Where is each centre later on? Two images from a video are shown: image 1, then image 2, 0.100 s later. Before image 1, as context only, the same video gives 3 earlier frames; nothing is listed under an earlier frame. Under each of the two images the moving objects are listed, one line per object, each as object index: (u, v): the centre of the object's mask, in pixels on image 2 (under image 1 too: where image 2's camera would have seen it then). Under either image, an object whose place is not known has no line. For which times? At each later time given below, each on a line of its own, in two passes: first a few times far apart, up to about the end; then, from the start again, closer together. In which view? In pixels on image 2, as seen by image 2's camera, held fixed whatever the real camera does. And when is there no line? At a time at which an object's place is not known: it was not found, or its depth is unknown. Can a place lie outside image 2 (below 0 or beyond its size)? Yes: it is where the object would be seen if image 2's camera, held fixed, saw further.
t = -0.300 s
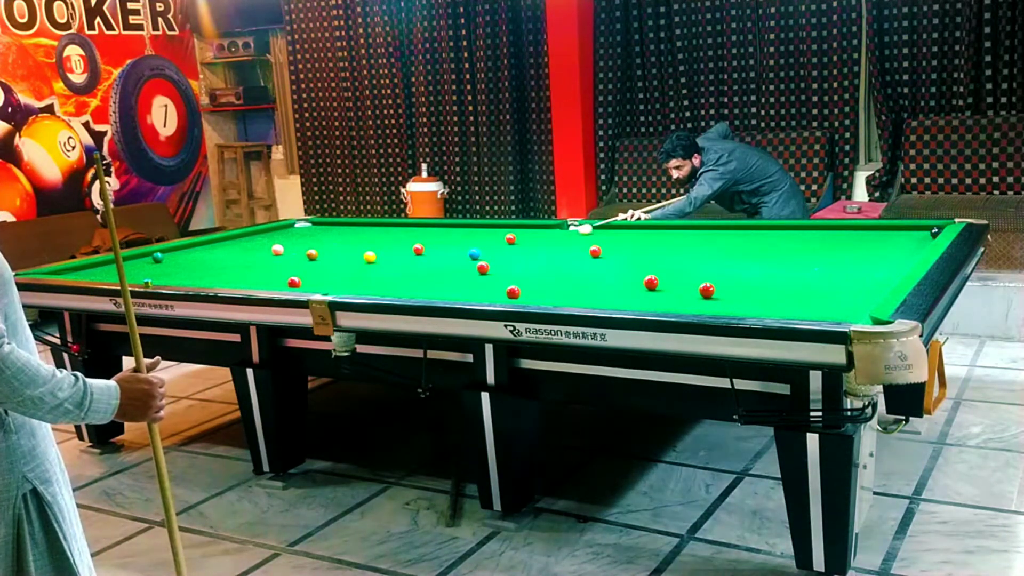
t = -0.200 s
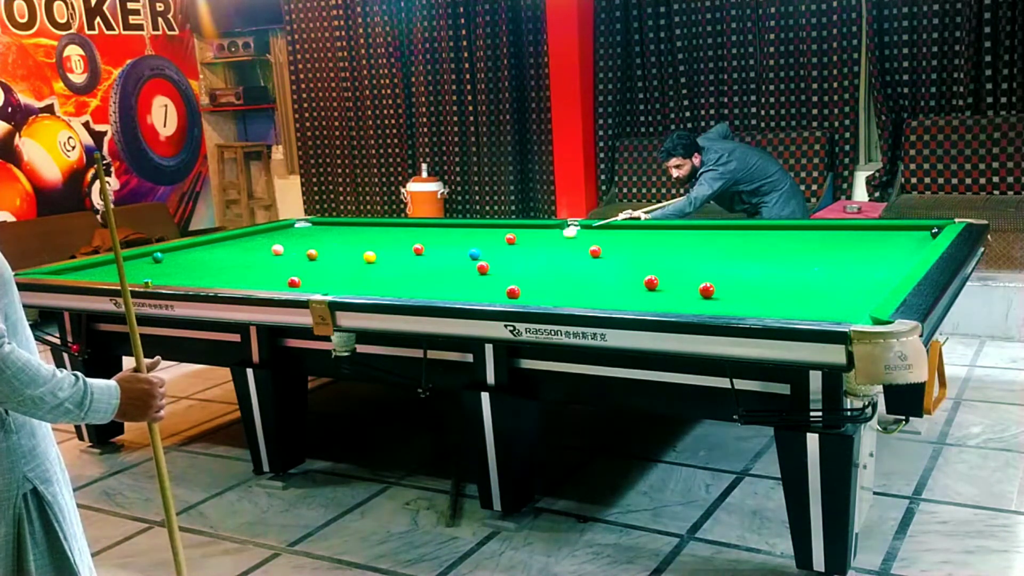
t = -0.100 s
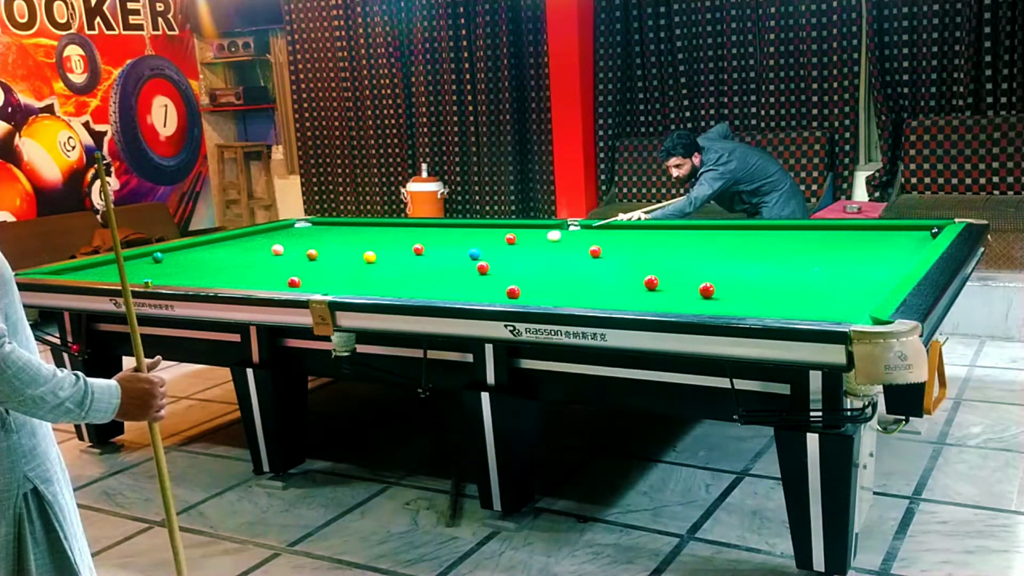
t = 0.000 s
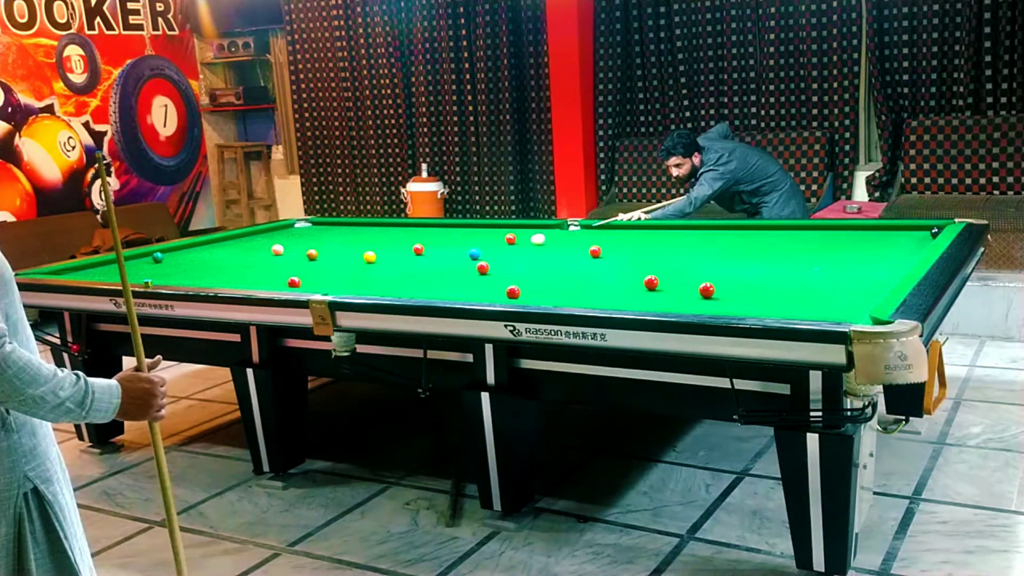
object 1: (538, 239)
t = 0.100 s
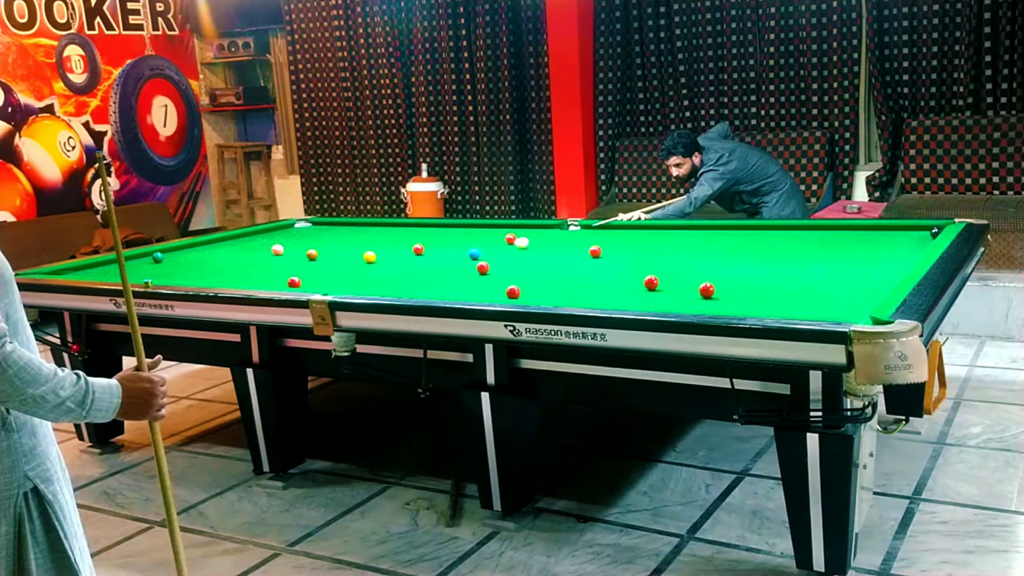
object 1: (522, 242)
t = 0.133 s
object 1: (516, 244)
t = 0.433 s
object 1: (474, 251)
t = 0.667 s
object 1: (456, 253)
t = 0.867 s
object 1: (441, 255)
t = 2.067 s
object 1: (374, 260)
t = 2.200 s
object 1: (369, 261)
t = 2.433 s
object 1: (361, 262)
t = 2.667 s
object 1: (355, 262)
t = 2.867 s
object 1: (352, 263)
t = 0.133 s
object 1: (516, 244)
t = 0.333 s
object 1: (483, 250)
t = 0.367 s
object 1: (480, 251)
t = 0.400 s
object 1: (477, 251)
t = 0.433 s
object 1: (474, 251)
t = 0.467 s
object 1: (472, 252)
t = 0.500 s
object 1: (469, 252)
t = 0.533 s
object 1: (466, 252)
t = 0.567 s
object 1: (464, 253)
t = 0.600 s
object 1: (461, 253)
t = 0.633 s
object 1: (458, 253)
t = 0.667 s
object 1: (456, 253)
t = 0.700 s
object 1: (453, 253)
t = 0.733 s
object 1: (451, 254)
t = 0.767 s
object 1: (448, 254)
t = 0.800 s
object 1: (446, 254)
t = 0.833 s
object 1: (443, 254)
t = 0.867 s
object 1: (441, 255)
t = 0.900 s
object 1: (439, 255)
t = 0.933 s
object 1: (436, 255)
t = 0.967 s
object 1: (434, 255)
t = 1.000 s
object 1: (432, 255)
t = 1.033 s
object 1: (429, 255)
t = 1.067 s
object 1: (427, 256)
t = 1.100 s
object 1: (425, 256)
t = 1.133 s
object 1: (423, 256)
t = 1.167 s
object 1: (421, 256)
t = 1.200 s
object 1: (419, 256)
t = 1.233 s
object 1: (417, 257)
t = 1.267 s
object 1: (415, 257)
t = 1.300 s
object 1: (413, 257)
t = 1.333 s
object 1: (411, 257)
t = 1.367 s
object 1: (409, 257)
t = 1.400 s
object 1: (407, 258)
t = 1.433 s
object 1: (405, 258)
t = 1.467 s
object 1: (403, 258)
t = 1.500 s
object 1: (401, 258)
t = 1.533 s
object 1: (399, 258)
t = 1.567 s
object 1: (397, 258)
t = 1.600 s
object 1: (396, 259)
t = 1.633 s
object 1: (394, 259)
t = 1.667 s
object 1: (392, 259)
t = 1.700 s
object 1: (391, 259)
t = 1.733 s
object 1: (389, 259)
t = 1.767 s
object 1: (387, 259)
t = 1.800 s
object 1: (386, 260)
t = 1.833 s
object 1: (384, 260)
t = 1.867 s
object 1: (382, 260)
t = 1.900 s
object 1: (381, 260)
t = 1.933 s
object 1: (380, 260)
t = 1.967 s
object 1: (378, 260)
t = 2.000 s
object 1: (377, 260)
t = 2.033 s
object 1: (376, 260)
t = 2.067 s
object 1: (374, 260)
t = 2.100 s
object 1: (373, 260)
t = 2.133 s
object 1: (372, 261)
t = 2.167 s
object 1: (370, 261)
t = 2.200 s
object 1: (369, 261)
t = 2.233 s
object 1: (368, 261)
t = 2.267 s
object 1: (367, 261)
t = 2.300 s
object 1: (366, 262)
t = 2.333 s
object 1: (364, 262)
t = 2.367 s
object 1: (363, 262)
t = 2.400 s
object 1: (362, 262)
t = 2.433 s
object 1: (361, 262)
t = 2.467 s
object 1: (360, 262)
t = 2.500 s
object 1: (359, 262)
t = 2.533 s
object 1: (358, 262)
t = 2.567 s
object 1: (358, 262)
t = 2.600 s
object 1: (357, 262)
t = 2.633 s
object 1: (356, 262)
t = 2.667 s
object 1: (355, 262)
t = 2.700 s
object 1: (354, 262)
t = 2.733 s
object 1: (354, 262)
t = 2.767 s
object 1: (353, 262)
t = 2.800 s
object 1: (353, 262)
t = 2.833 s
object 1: (352, 263)
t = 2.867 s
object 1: (352, 263)
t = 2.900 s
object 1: (351, 263)
